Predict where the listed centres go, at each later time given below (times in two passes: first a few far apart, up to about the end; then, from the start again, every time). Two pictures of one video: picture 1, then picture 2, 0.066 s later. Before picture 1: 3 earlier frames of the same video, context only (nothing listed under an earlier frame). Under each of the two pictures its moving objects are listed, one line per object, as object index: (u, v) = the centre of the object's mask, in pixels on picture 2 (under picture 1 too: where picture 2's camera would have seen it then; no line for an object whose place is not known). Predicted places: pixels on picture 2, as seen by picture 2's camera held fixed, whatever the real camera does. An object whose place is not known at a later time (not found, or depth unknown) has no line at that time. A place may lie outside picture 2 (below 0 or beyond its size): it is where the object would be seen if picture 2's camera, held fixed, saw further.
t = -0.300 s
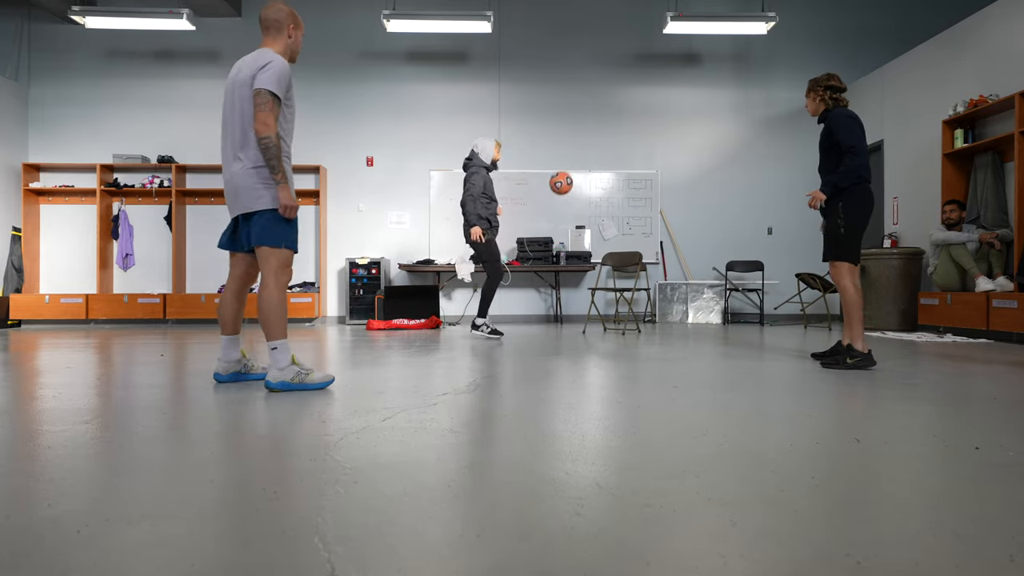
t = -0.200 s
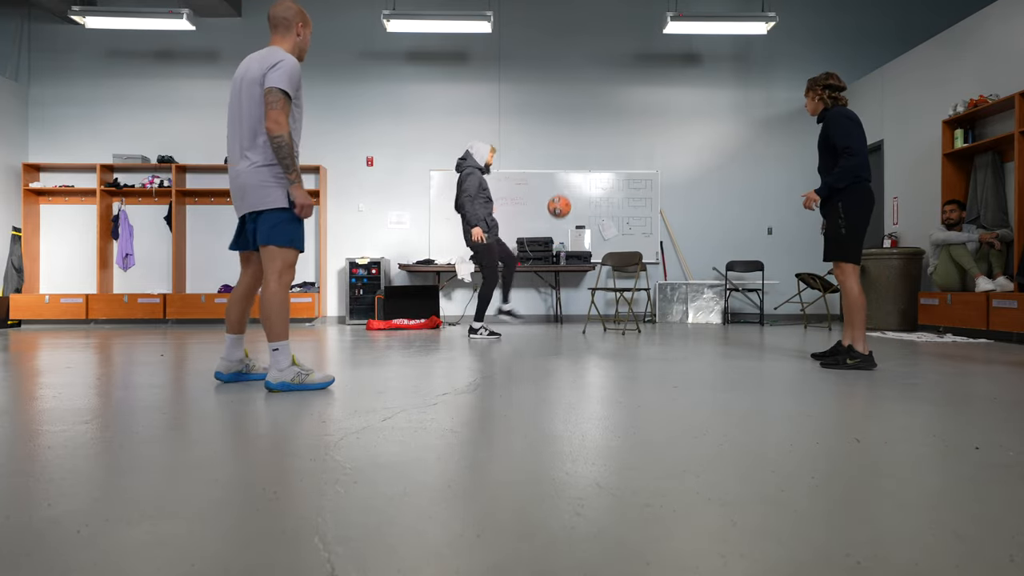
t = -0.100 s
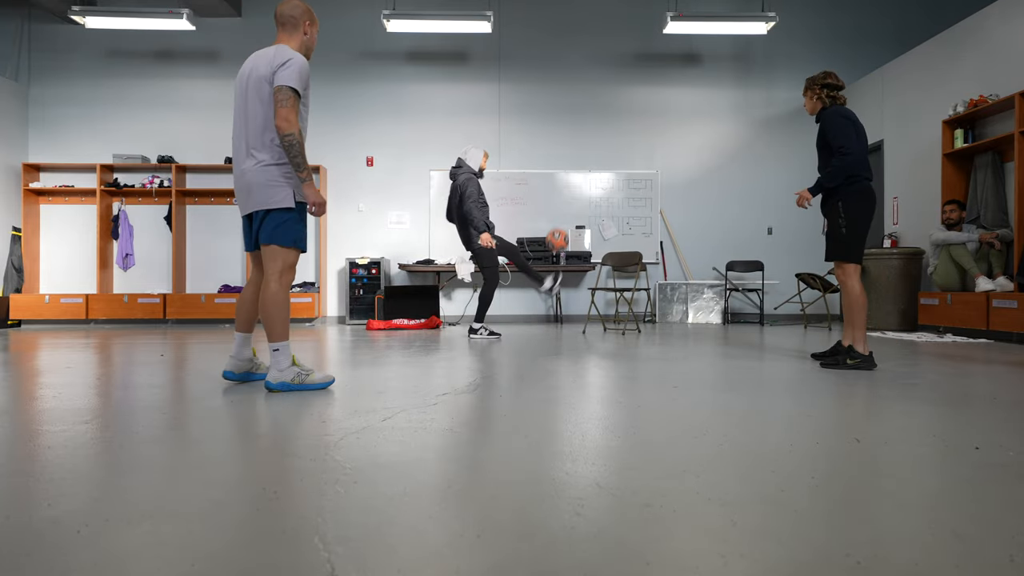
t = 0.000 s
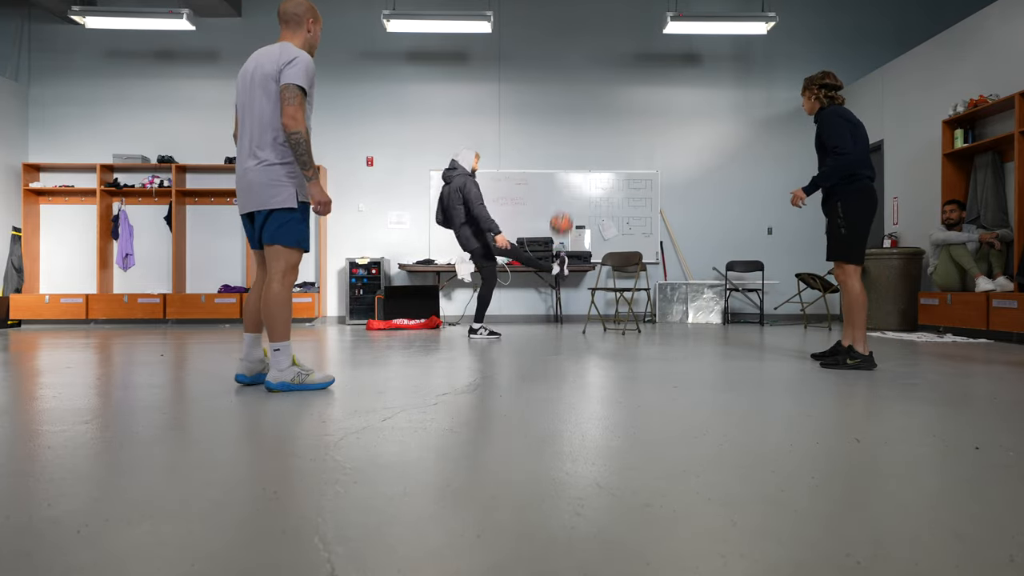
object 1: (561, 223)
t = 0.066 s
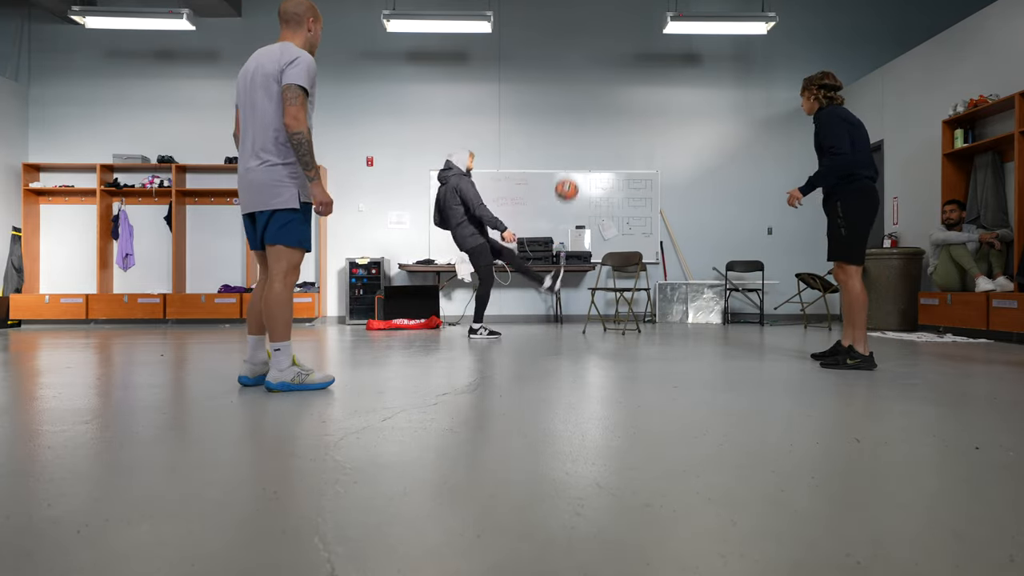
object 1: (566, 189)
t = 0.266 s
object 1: (585, 106)
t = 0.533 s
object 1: (613, 56)
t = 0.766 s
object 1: (642, 84)
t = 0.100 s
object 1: (569, 172)
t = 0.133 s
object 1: (572, 157)
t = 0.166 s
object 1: (575, 143)
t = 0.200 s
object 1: (578, 130)
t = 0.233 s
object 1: (581, 117)
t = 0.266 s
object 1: (585, 106)
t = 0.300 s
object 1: (588, 96)
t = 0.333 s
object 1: (591, 86)
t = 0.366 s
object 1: (595, 78)
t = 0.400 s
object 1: (598, 72)
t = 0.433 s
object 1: (602, 66)
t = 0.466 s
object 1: (606, 61)
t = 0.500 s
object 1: (610, 58)
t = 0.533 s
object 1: (613, 56)
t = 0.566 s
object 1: (617, 56)
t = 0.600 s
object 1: (621, 57)
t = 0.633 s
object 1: (625, 59)
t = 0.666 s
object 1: (629, 63)
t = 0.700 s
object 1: (633, 68)
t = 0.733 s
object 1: (637, 75)
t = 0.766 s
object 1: (642, 84)
